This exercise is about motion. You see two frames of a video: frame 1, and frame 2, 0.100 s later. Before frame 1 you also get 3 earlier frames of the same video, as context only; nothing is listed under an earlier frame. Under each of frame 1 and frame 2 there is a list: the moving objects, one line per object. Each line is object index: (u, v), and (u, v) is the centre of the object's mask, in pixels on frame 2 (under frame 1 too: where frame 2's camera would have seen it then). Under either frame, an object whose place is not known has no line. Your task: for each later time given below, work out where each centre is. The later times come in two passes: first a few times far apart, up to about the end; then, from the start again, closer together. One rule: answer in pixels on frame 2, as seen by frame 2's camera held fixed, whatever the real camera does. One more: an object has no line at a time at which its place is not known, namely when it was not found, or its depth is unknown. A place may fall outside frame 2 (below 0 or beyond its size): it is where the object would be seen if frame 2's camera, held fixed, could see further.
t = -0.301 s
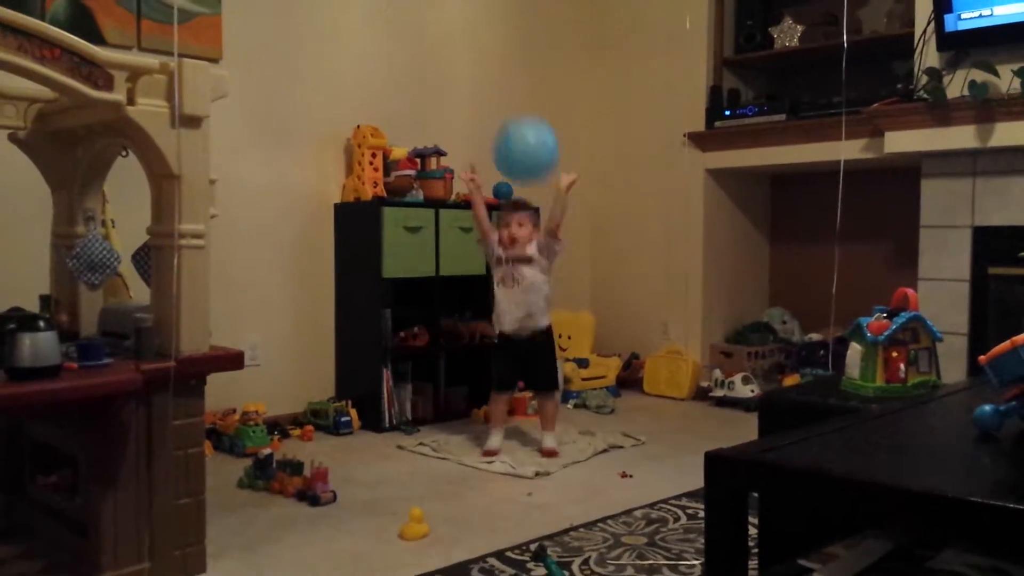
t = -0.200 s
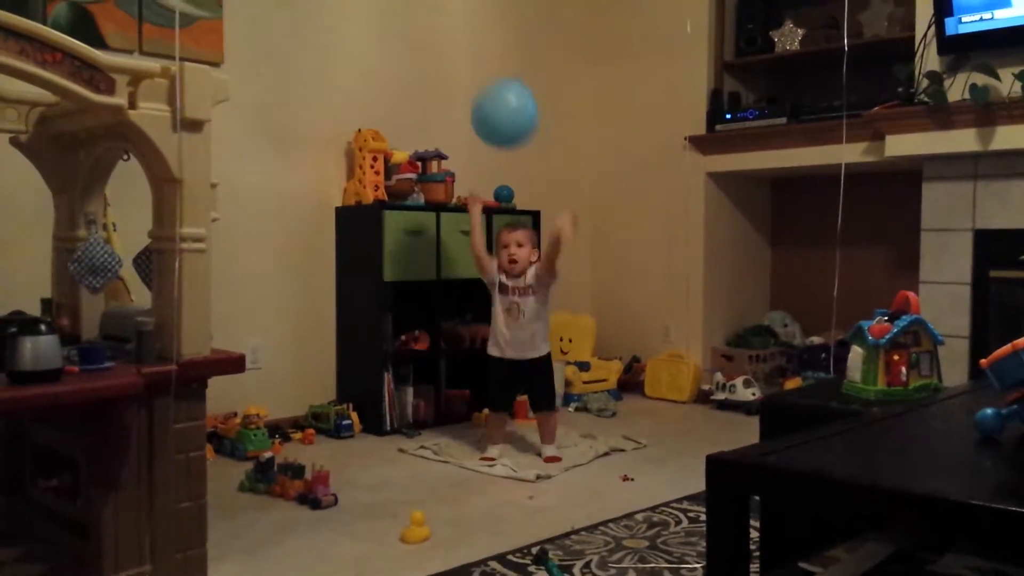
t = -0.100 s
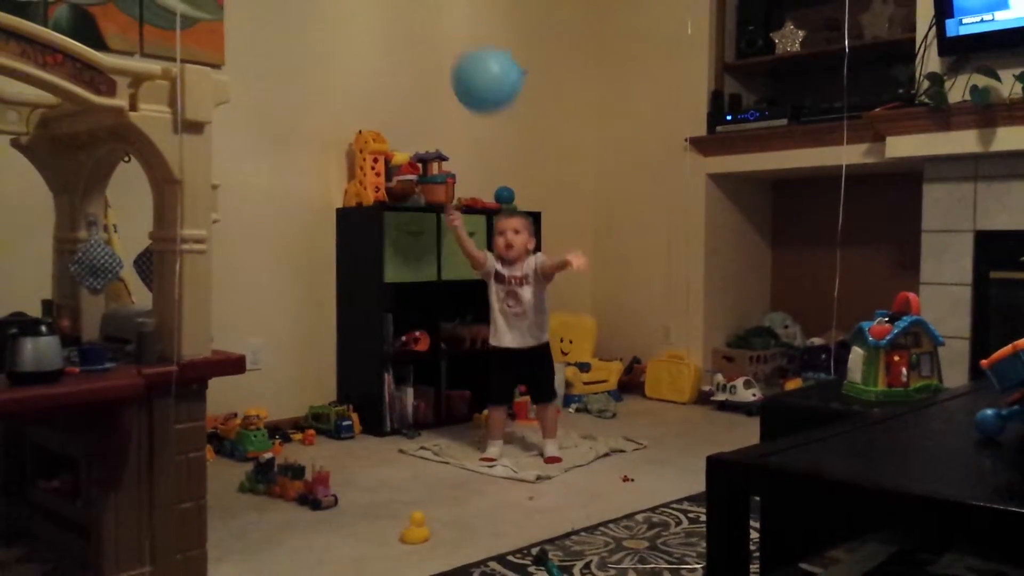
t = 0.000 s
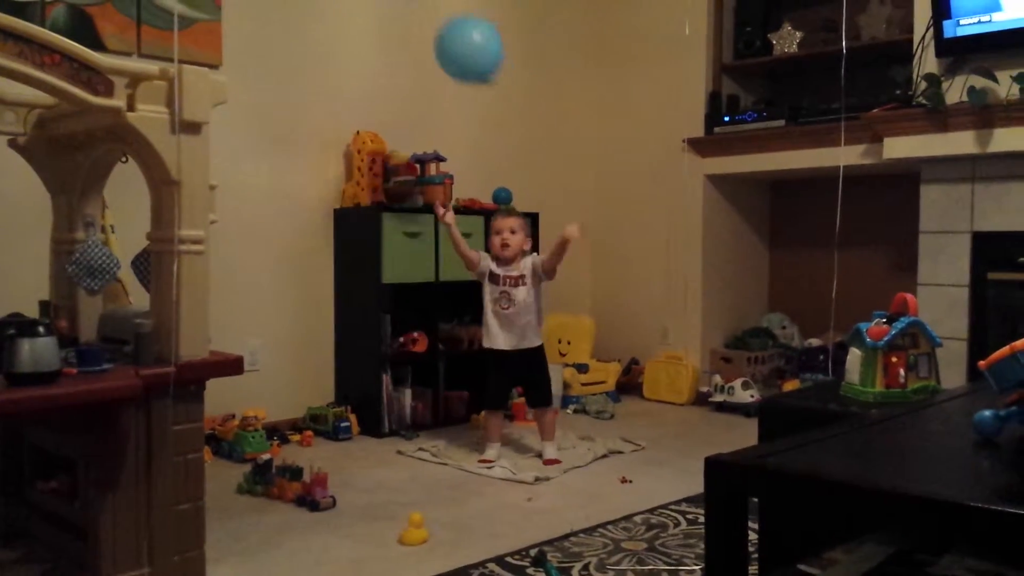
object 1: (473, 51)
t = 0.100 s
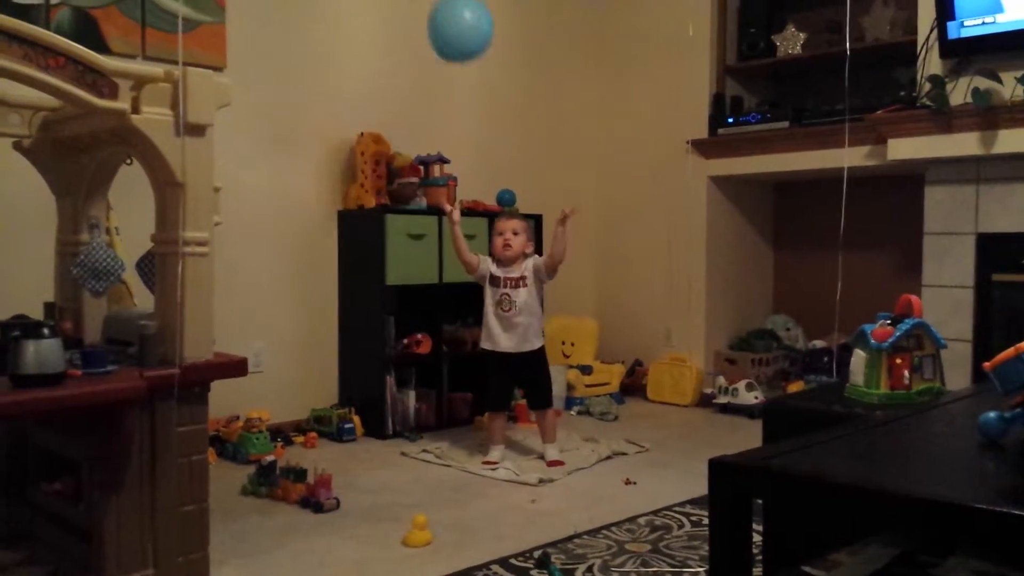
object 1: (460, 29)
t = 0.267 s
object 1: (438, 15)
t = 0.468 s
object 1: (408, 0)
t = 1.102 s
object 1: (372, 10)
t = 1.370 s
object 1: (360, 37)
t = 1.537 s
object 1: (354, 56)
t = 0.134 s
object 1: (455, 25)
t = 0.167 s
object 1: (451, 22)
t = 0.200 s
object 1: (446, 19)
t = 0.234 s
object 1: (442, 17)
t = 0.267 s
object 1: (438, 15)
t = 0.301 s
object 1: (433, 13)
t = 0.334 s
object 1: (429, 11)
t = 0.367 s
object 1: (424, 10)
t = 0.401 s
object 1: (420, 8)
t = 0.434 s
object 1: (417, 6)
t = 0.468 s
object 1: (408, 0)
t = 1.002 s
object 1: (377, 2)
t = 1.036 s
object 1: (375, 4)
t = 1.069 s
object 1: (374, 7)
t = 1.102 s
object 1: (372, 10)
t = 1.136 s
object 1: (371, 13)
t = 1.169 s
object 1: (369, 16)
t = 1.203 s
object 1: (368, 19)
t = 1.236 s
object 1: (366, 22)
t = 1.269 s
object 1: (365, 26)
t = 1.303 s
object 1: (363, 30)
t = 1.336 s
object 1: (362, 33)
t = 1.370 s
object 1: (360, 37)
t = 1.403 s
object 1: (359, 40)
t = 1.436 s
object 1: (358, 44)
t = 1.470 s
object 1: (356, 47)
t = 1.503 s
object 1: (355, 51)
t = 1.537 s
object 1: (354, 56)
